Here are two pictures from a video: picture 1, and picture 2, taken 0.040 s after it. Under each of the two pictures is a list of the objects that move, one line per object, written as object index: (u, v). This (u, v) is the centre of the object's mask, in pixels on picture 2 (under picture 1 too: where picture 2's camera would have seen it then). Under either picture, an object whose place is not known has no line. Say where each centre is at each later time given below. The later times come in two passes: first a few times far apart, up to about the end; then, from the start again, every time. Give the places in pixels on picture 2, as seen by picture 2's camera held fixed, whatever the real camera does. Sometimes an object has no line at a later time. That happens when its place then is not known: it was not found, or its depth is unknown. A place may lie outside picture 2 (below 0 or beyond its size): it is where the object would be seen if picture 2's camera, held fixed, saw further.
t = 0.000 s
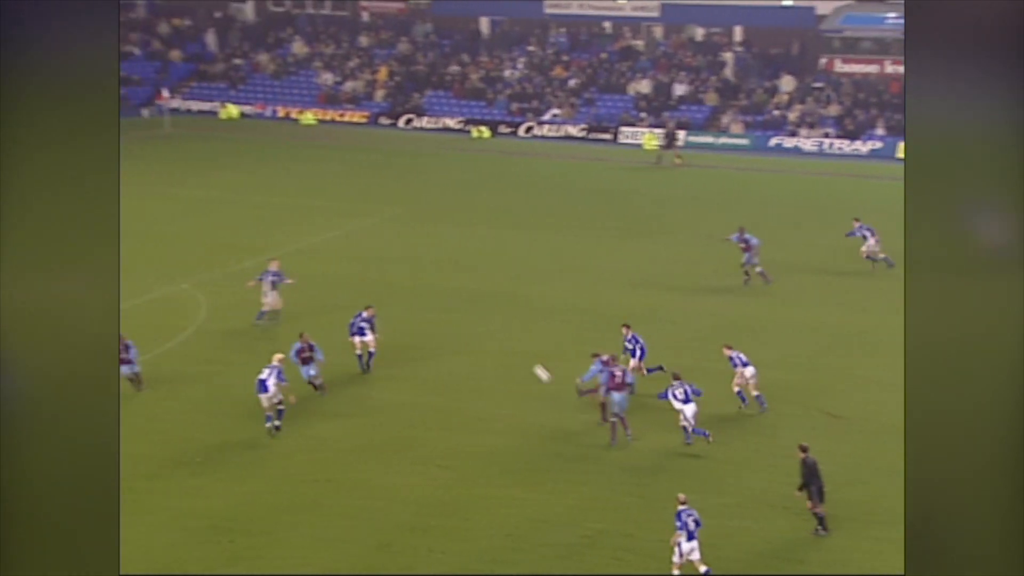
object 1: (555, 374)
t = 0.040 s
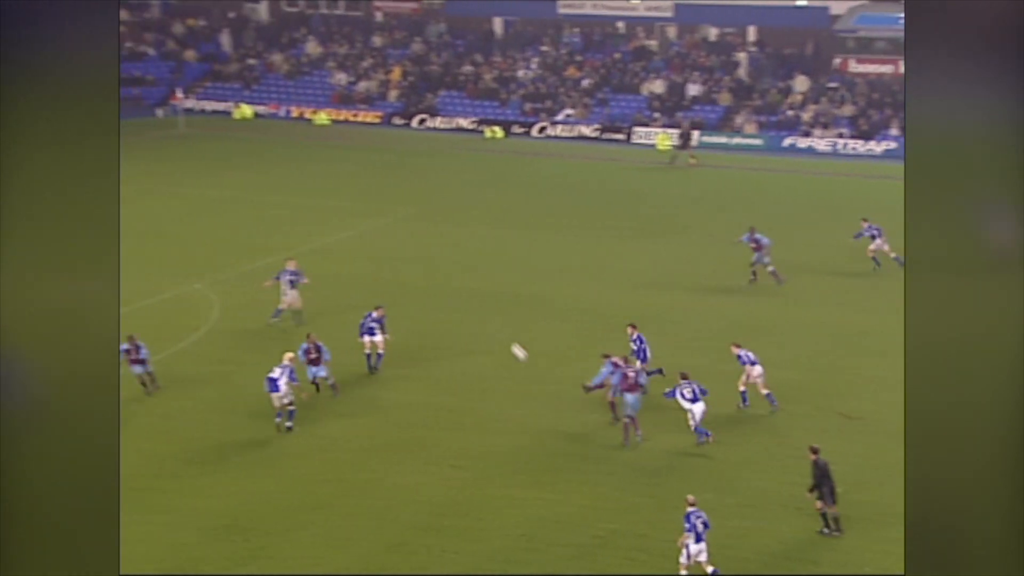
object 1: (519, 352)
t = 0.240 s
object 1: (354, 264)
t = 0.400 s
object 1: (234, 210)
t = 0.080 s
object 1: (484, 332)
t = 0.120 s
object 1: (450, 313)
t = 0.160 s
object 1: (417, 296)
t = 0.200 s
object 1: (385, 279)
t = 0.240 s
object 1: (354, 264)
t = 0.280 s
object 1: (323, 249)
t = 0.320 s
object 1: (292, 236)
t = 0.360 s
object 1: (263, 223)
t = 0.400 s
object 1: (234, 210)
